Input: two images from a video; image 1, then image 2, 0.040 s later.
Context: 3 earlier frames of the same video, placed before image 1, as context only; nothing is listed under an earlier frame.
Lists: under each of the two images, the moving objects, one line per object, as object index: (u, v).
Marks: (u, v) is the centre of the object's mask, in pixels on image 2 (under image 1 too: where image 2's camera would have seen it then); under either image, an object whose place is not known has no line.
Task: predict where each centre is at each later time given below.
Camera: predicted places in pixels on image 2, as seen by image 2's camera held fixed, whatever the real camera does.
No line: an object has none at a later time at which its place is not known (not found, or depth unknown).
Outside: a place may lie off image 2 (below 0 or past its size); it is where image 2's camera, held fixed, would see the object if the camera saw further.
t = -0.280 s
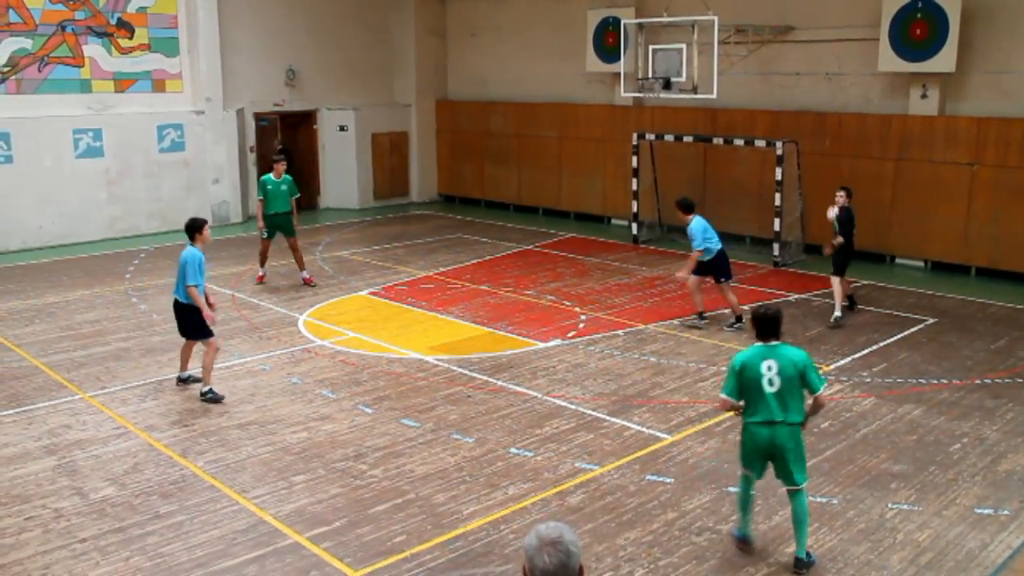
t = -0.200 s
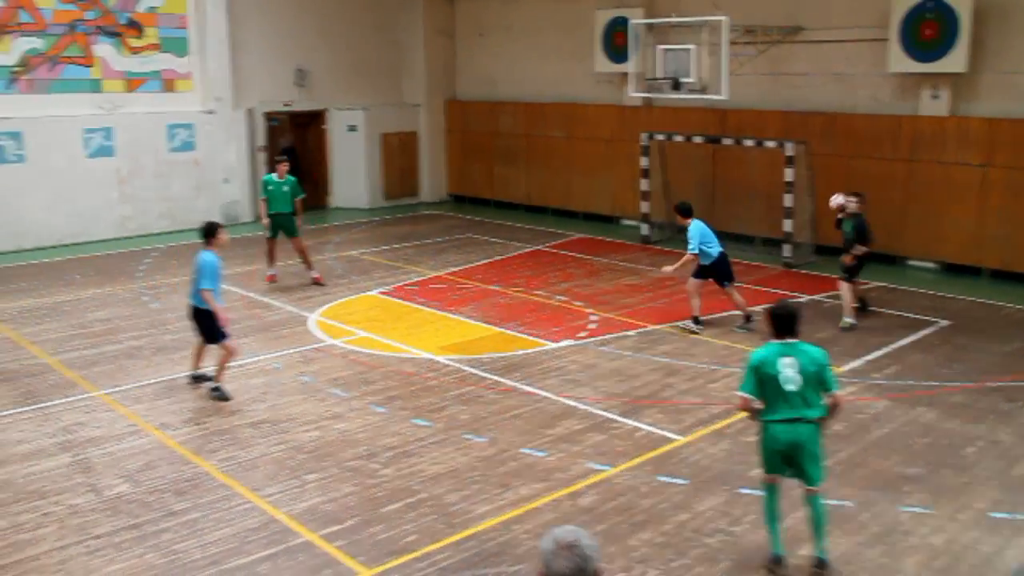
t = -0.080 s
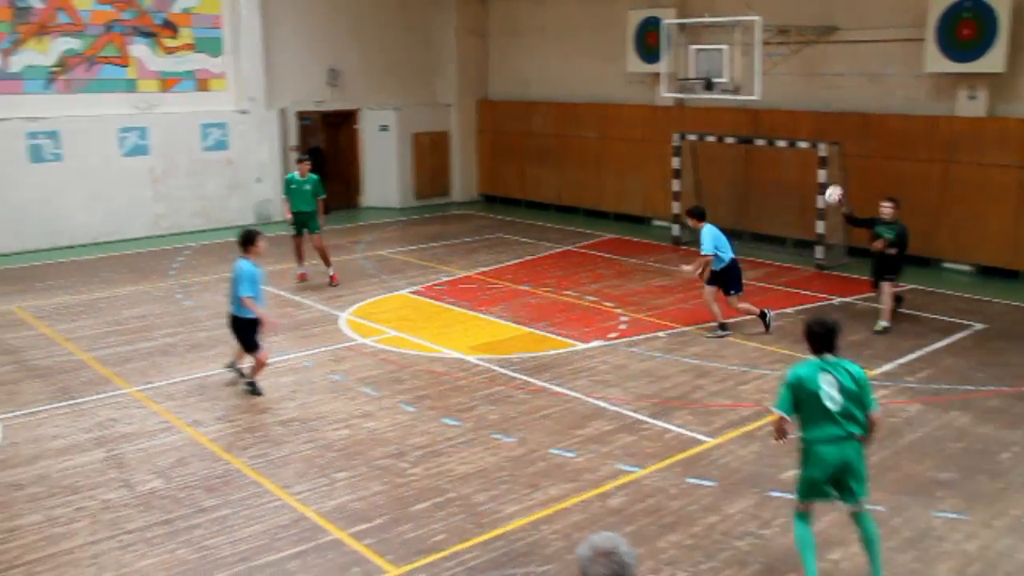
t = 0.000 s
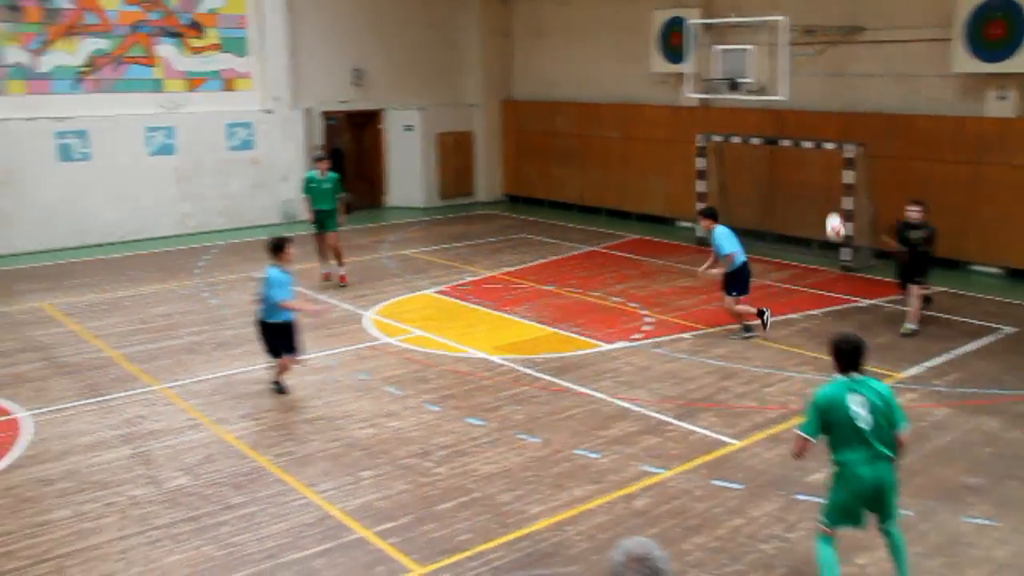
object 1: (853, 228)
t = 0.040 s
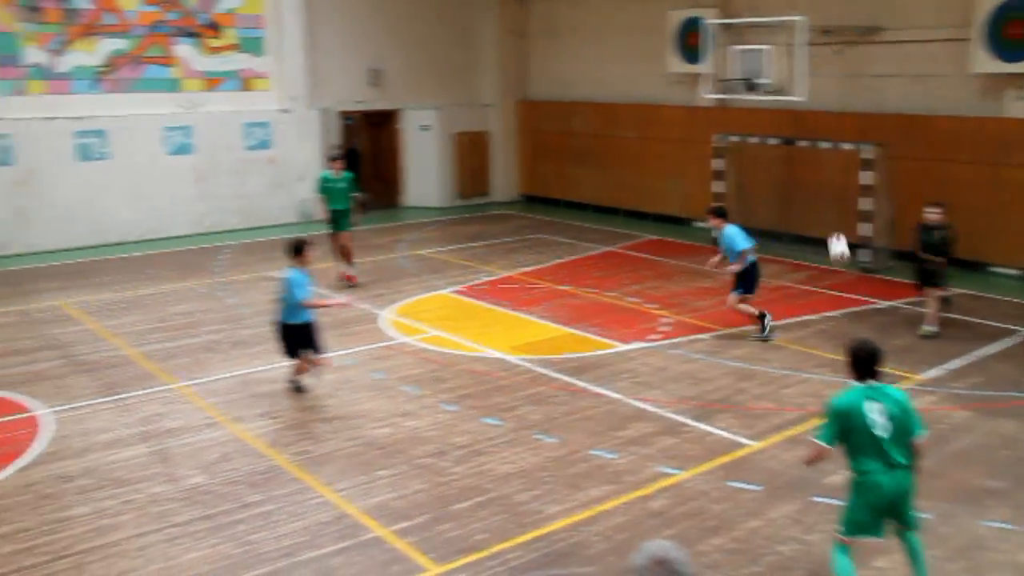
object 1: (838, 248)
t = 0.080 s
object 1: (822, 271)
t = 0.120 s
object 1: (808, 298)
